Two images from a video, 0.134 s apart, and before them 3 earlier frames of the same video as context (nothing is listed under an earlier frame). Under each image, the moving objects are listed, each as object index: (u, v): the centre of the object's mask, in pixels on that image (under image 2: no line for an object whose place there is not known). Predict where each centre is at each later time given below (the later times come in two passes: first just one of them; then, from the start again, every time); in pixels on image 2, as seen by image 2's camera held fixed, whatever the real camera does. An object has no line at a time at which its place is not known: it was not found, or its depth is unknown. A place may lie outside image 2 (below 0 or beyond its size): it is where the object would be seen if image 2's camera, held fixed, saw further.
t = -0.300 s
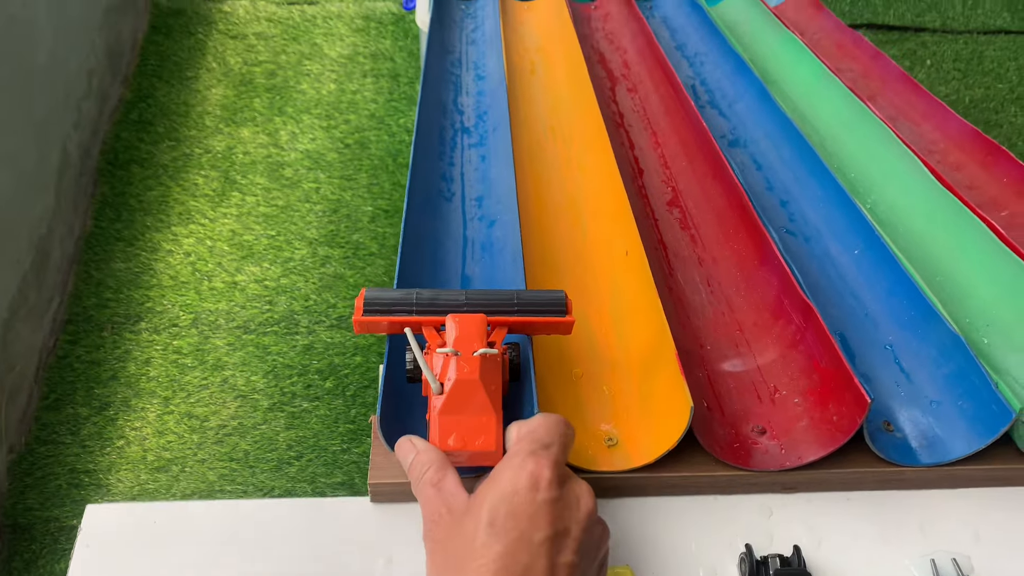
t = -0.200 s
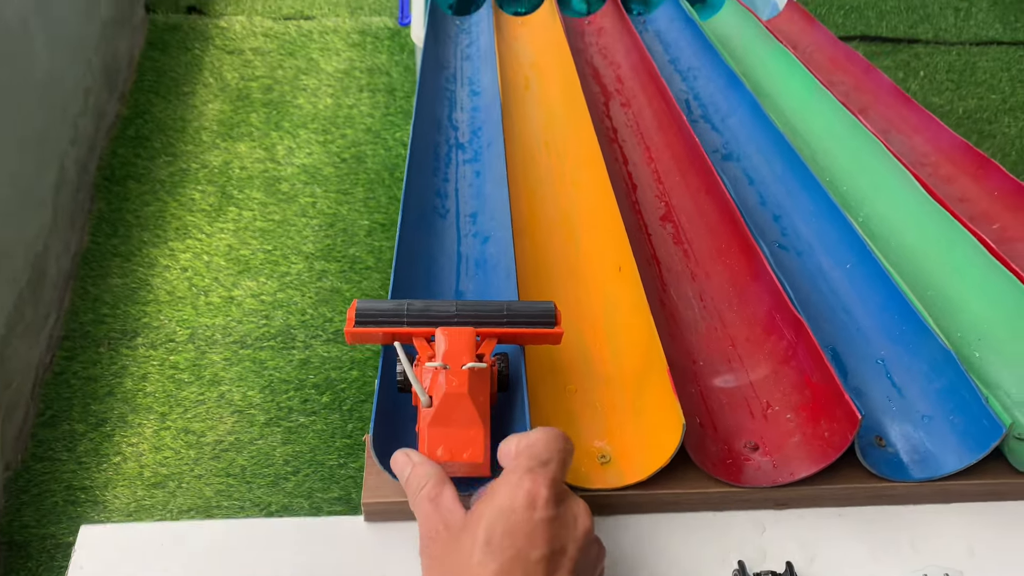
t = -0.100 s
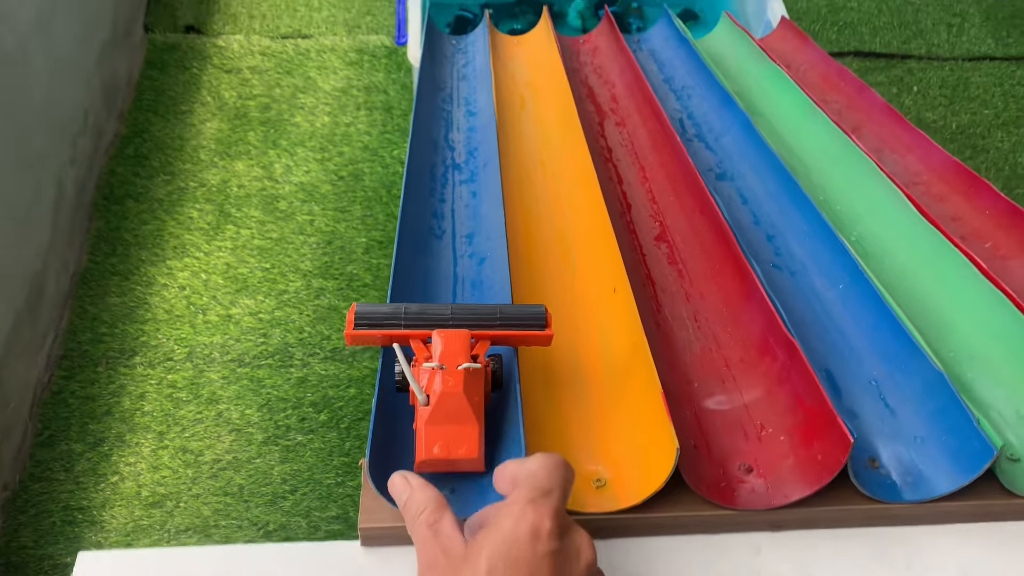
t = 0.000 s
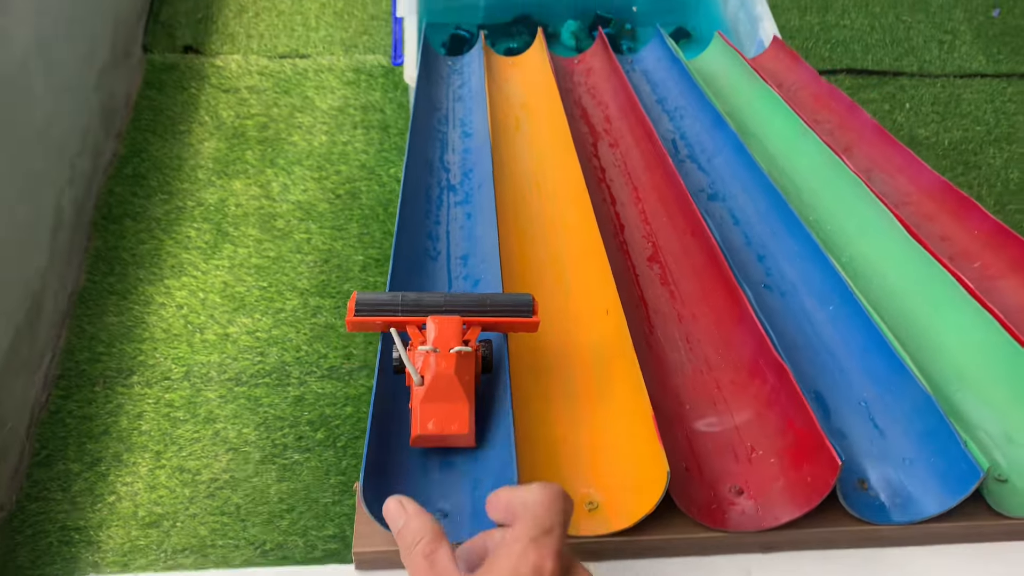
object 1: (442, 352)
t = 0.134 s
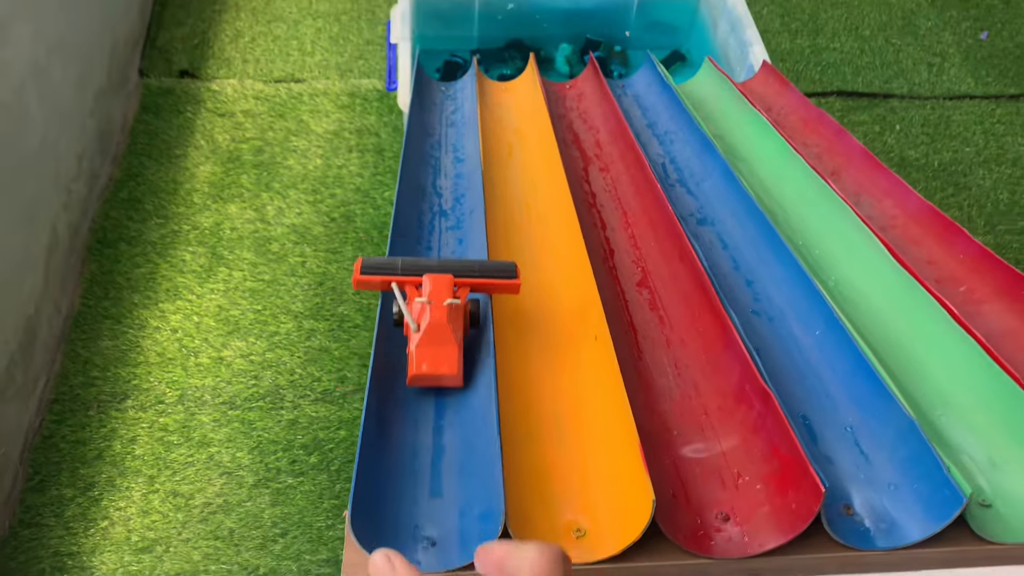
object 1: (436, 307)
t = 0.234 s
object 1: (437, 249)
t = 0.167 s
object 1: (436, 288)
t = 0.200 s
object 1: (437, 268)
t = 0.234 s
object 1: (437, 249)
